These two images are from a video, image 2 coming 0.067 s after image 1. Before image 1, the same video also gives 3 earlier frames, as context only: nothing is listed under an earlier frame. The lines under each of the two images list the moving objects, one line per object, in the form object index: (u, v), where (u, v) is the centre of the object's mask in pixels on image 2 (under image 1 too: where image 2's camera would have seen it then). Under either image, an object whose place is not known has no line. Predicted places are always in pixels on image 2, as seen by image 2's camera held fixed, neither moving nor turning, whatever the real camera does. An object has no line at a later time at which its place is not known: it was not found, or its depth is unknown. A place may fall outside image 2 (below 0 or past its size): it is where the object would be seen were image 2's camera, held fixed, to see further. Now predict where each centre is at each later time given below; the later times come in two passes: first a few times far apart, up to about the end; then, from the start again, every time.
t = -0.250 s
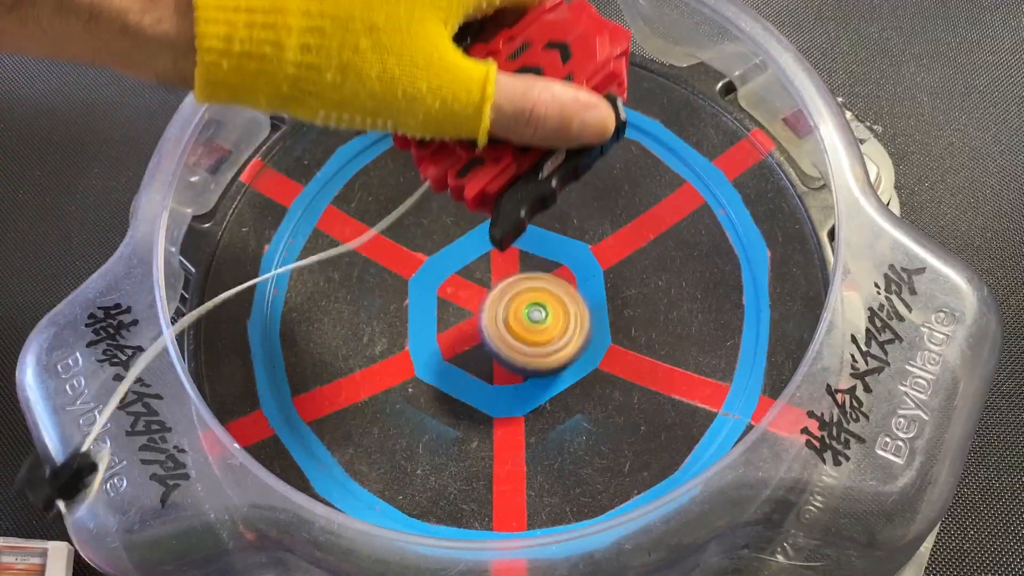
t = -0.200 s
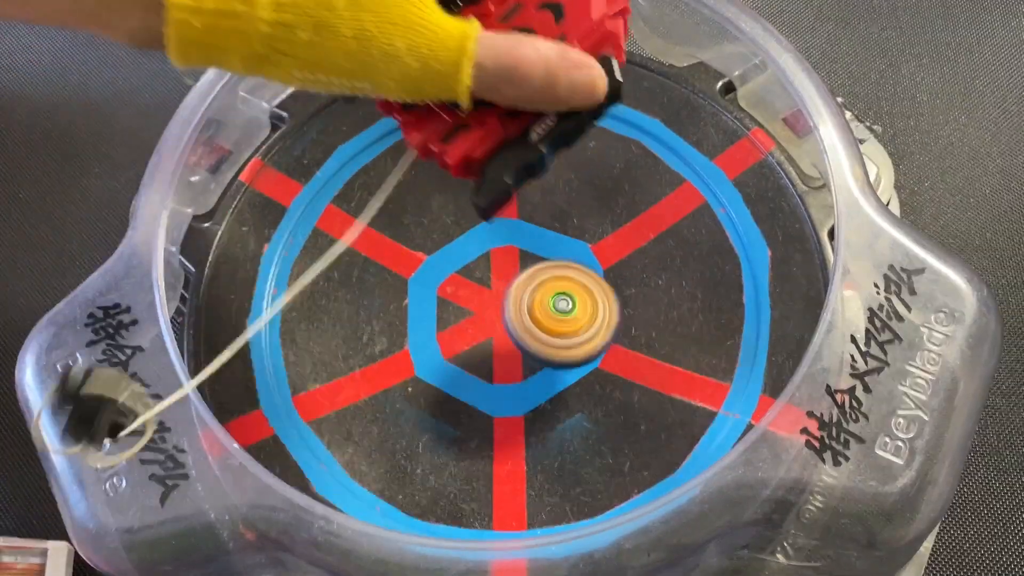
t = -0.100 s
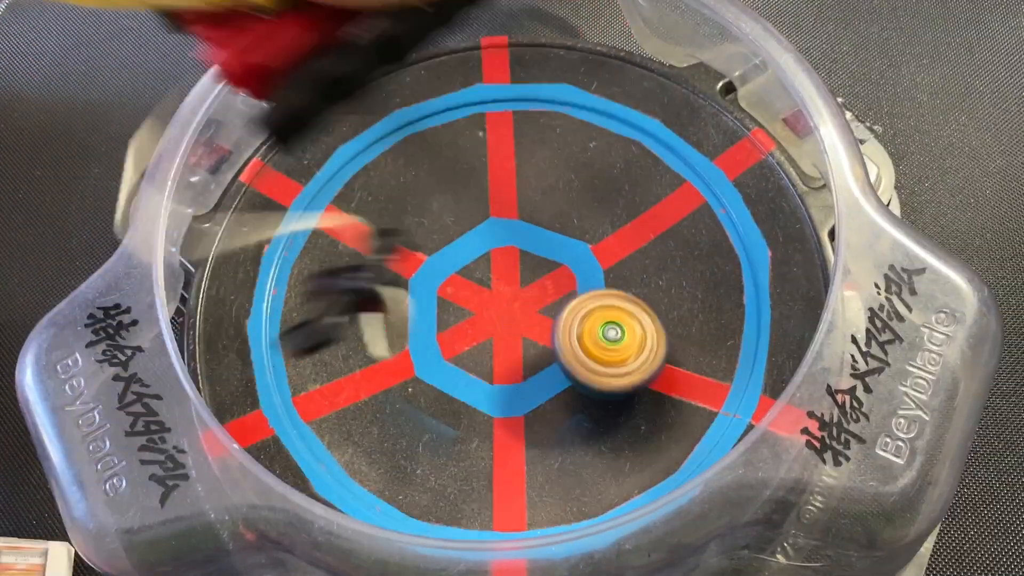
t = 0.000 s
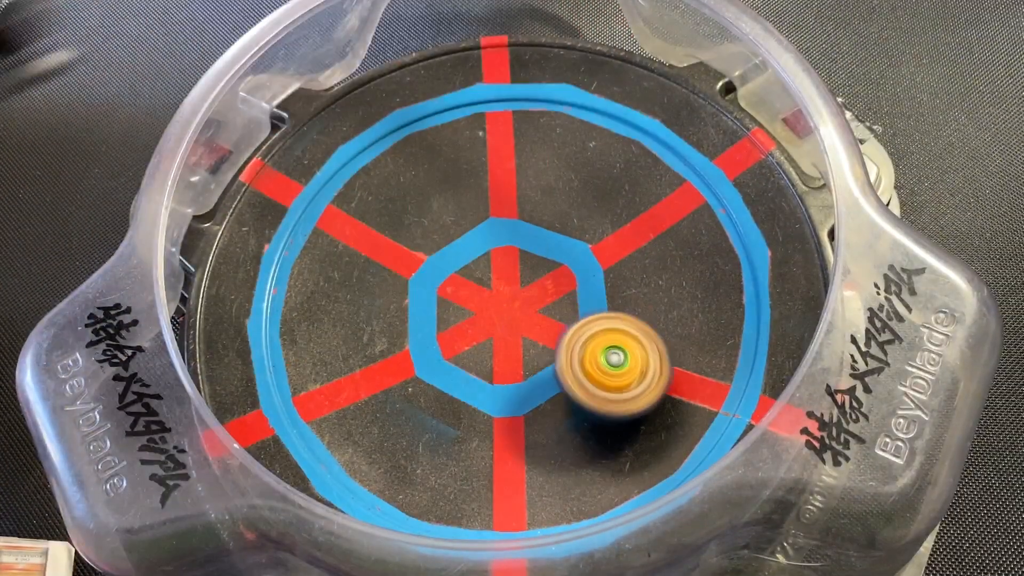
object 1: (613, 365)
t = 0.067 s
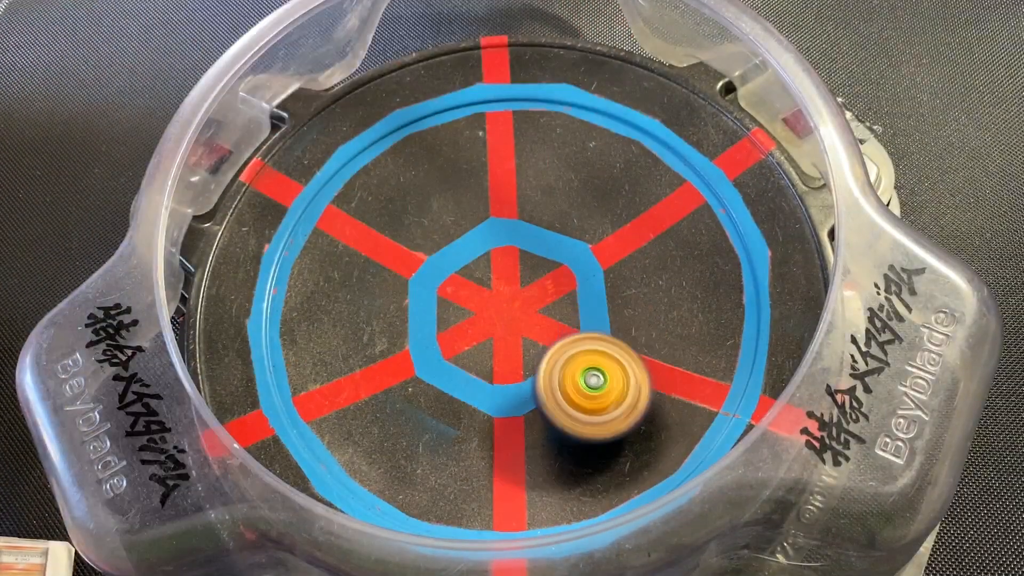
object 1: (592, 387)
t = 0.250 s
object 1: (489, 395)
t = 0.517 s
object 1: (440, 312)
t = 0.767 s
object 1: (520, 298)
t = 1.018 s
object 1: (535, 333)
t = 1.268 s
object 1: (506, 322)
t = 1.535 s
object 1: (512, 322)
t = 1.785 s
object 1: (545, 299)
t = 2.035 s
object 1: (505, 258)
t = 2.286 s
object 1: (504, 284)
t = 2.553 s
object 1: (536, 269)
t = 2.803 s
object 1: (499, 258)
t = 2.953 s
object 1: (472, 280)
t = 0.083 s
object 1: (584, 392)
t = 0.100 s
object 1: (576, 396)
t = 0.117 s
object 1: (567, 398)
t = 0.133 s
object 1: (558, 400)
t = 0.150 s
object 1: (548, 401)
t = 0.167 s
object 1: (538, 401)
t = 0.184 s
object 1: (529, 401)
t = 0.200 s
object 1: (518, 400)
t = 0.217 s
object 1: (508, 400)
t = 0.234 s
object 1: (498, 398)
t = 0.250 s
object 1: (489, 395)
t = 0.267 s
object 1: (479, 393)
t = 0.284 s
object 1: (471, 389)
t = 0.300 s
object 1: (463, 384)
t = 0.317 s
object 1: (455, 380)
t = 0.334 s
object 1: (449, 373)
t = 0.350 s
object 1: (444, 367)
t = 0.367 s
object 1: (440, 361)
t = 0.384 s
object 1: (437, 354)
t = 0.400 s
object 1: (435, 348)
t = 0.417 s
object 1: (434, 341)
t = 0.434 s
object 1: (434, 336)
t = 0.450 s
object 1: (434, 329)
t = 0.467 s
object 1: (434, 324)
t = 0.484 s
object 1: (436, 319)
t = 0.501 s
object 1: (437, 315)
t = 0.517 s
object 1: (440, 312)
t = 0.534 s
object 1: (442, 308)
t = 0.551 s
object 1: (445, 306)
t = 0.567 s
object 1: (447, 304)
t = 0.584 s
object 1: (451, 302)
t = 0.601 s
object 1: (455, 300)
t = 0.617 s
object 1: (460, 300)
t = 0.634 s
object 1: (465, 298)
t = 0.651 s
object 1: (472, 297)
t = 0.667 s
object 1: (478, 296)
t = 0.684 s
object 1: (485, 296)
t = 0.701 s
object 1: (493, 295)
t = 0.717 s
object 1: (500, 295)
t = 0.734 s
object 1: (507, 296)
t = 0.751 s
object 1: (514, 297)
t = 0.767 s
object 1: (520, 298)
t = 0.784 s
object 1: (525, 301)
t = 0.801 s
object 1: (530, 304)
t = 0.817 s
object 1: (534, 306)
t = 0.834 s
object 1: (538, 310)
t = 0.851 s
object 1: (541, 313)
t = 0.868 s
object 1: (543, 317)
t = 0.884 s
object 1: (544, 321)
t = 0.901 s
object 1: (544, 324)
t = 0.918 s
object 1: (543, 327)
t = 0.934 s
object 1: (542, 329)
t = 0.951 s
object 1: (541, 331)
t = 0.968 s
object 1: (539, 332)
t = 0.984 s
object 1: (538, 332)
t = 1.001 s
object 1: (537, 332)
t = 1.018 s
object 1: (535, 333)
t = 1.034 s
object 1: (533, 333)
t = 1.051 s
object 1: (530, 333)
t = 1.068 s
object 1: (528, 332)
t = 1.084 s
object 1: (525, 332)
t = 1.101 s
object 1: (522, 331)
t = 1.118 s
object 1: (520, 330)
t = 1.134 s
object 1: (517, 329)
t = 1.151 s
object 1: (515, 328)
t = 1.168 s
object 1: (514, 327)
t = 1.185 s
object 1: (512, 326)
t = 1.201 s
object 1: (511, 325)
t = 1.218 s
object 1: (510, 324)
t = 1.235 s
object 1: (508, 322)
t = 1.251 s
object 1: (507, 323)
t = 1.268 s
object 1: (506, 322)
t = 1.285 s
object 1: (505, 321)
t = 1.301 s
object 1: (504, 321)
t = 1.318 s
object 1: (503, 321)
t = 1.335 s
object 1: (503, 320)
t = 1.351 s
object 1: (503, 320)
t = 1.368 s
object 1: (503, 320)
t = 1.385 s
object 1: (503, 320)
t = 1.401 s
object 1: (503, 320)
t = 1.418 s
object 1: (503, 320)
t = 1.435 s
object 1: (504, 320)
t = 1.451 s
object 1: (505, 320)
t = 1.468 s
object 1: (506, 321)
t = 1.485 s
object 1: (507, 321)
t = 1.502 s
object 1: (509, 321)
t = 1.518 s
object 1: (510, 321)
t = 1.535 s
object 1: (512, 322)
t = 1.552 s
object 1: (513, 322)
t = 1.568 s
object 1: (515, 324)
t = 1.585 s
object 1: (517, 324)
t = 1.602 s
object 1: (519, 324)
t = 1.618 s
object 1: (522, 324)
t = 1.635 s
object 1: (526, 323)
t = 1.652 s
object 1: (529, 322)
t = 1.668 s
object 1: (533, 321)
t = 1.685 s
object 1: (537, 320)
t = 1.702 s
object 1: (540, 318)
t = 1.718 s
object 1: (542, 315)
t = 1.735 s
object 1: (544, 311)
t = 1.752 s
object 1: (545, 307)
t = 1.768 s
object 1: (546, 303)
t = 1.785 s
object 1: (545, 299)
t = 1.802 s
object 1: (544, 294)
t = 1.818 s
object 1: (543, 290)
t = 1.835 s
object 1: (542, 285)
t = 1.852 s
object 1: (539, 281)
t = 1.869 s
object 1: (536, 276)
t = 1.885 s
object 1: (534, 272)
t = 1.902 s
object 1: (532, 269)
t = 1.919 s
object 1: (529, 266)
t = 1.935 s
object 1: (527, 264)
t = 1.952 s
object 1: (523, 262)
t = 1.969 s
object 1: (519, 259)
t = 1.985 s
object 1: (515, 259)
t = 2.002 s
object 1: (511, 258)
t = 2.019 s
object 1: (508, 258)
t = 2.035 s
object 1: (505, 258)
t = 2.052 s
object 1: (501, 259)
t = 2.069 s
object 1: (497, 260)
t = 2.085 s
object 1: (494, 262)
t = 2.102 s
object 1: (491, 265)
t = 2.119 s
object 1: (488, 268)
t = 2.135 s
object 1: (487, 272)
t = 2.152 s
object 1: (487, 275)
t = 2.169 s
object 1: (488, 278)
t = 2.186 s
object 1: (490, 280)
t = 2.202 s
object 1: (491, 283)
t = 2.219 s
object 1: (492, 284)
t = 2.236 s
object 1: (493, 285)
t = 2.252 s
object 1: (496, 284)
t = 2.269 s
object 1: (500, 285)
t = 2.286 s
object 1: (504, 284)
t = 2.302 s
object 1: (508, 284)
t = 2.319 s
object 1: (511, 284)
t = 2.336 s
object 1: (514, 283)
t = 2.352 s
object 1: (517, 283)
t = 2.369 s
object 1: (521, 283)
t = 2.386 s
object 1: (523, 282)
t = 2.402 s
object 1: (526, 282)
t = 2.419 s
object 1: (528, 281)
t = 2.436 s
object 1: (530, 280)
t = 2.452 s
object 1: (531, 278)
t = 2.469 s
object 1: (533, 277)
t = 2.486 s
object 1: (534, 275)
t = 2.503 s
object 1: (536, 273)
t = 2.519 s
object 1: (537, 272)
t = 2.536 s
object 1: (536, 271)
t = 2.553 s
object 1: (536, 269)
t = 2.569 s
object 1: (535, 267)
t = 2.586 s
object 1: (535, 265)
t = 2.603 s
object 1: (534, 263)
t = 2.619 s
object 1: (533, 262)
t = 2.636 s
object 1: (530, 260)
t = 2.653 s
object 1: (527, 259)
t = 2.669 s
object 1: (525, 258)
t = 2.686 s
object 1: (522, 257)
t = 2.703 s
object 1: (519, 256)
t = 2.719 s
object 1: (516, 256)
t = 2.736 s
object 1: (513, 256)
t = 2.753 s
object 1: (509, 256)
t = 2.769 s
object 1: (505, 256)
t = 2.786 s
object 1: (502, 257)
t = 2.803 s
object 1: (499, 258)
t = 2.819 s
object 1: (495, 260)
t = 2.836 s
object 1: (491, 261)
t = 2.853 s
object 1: (487, 263)
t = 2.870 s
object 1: (484, 266)
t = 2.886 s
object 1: (482, 268)
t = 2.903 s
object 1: (479, 271)
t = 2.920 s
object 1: (477, 274)
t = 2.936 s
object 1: (474, 277)
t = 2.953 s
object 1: (472, 280)
